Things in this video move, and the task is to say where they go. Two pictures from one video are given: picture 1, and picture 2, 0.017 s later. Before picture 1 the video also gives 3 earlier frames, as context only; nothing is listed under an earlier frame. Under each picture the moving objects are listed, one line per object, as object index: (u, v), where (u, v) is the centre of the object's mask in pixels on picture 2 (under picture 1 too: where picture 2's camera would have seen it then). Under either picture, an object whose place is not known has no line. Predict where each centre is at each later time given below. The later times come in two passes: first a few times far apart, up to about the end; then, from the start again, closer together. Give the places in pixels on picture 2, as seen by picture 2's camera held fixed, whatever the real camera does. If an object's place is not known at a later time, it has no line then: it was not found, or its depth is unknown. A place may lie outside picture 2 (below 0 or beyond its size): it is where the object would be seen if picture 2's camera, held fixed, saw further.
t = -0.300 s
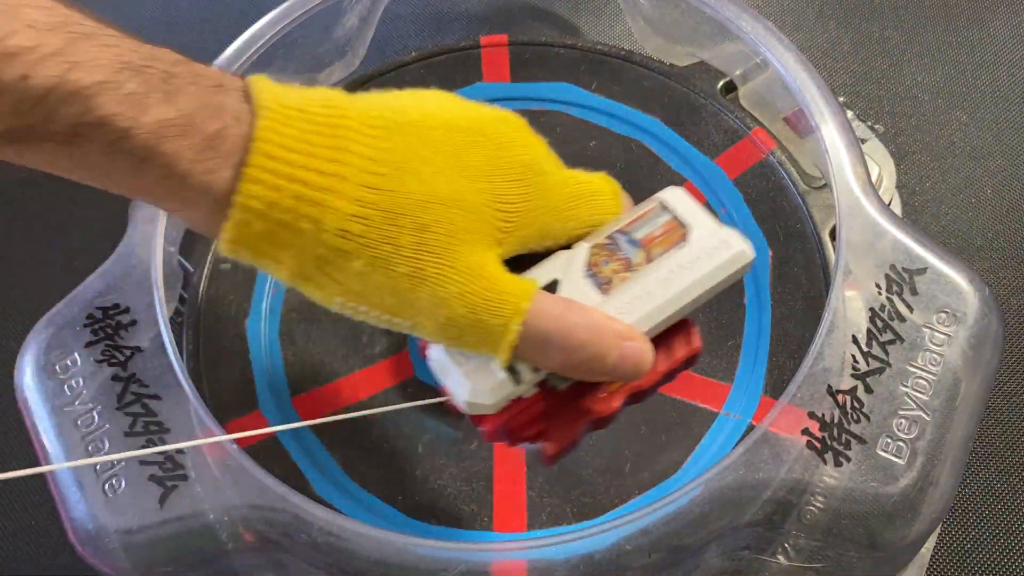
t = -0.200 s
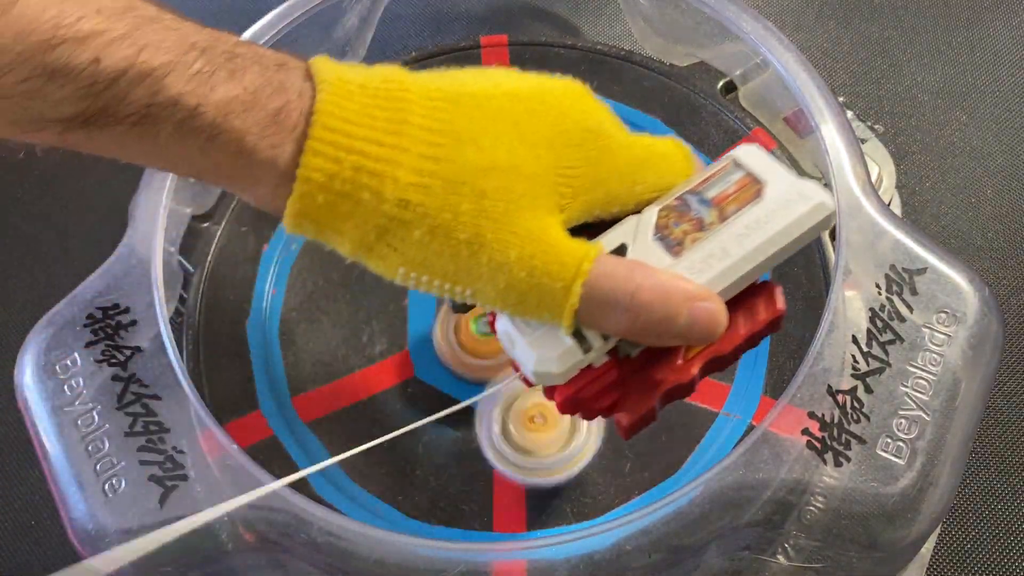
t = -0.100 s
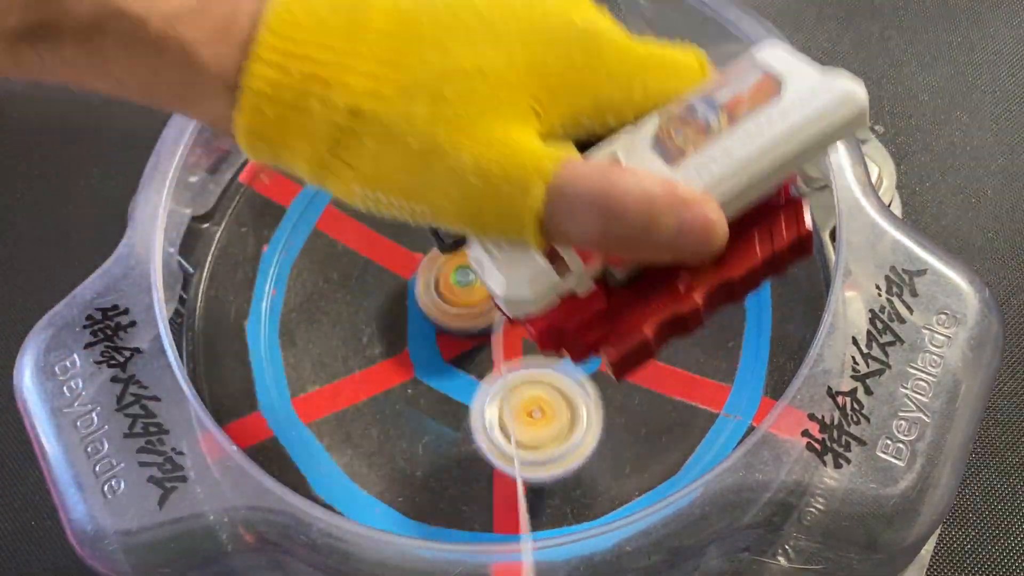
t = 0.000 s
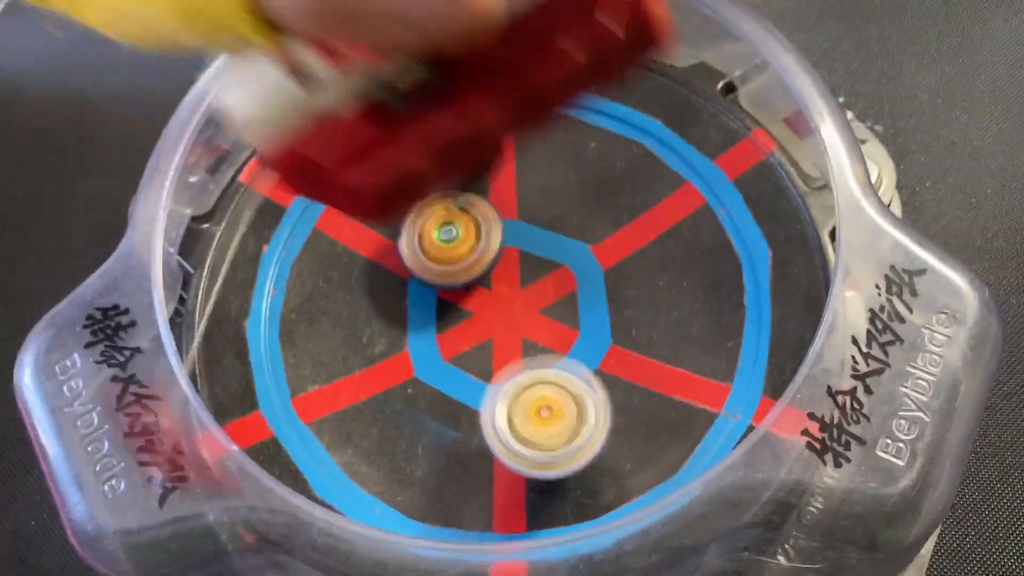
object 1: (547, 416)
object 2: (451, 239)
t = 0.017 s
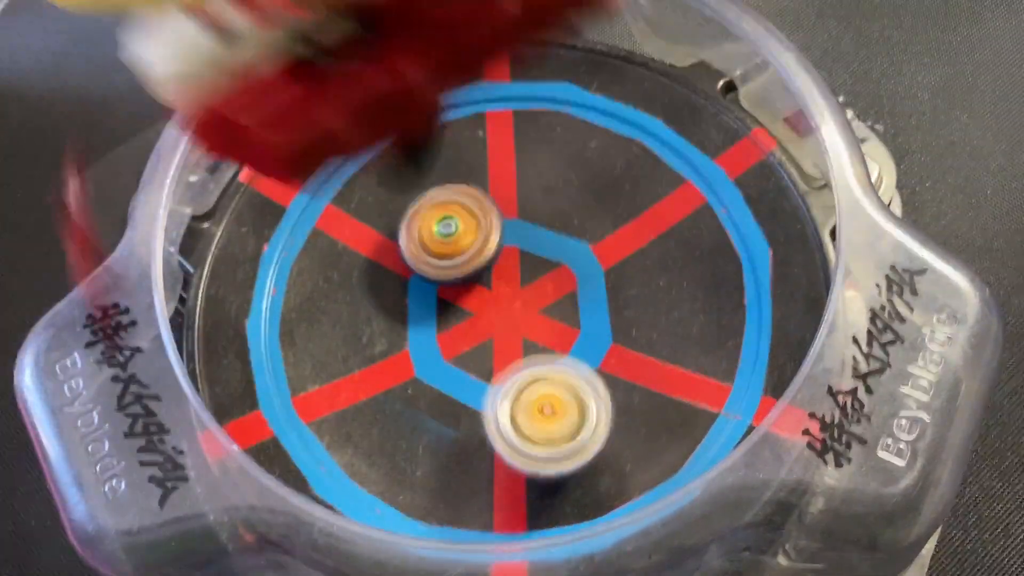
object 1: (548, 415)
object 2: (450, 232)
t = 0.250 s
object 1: (541, 317)
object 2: (497, 229)
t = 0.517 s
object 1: (522, 316)
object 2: (508, 214)
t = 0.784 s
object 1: (519, 419)
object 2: (502, 155)
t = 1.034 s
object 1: (533, 366)
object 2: (511, 226)
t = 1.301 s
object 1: (517, 380)
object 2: (500, 194)
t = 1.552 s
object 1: (509, 367)
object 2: (499, 253)
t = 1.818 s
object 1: (462, 334)
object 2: (486, 232)
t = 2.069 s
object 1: (369, 462)
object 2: (514, 147)
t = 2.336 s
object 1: (542, 385)
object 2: (519, 259)
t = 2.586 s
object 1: (629, 224)
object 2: (465, 228)
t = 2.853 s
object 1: (415, 118)
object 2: (501, 250)
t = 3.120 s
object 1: (287, 369)
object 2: (500, 298)
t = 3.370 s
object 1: (675, 454)
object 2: (483, 315)
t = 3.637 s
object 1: (636, 105)
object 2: (460, 331)
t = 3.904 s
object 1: (292, 200)
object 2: (498, 343)
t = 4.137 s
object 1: (425, 493)
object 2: (535, 324)
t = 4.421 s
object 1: (755, 259)
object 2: (532, 290)
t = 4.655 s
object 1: (495, 73)
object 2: (512, 279)
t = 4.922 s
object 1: (267, 338)
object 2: (500, 290)
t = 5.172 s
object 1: (594, 495)
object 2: (503, 295)
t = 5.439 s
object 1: (700, 149)
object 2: (504, 294)
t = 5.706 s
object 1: (350, 130)
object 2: (507, 295)
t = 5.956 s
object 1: (327, 442)
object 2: (506, 296)
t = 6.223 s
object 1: (723, 385)
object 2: (506, 298)
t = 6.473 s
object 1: (613, 94)
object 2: (507, 295)
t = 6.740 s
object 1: (286, 206)
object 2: (509, 293)
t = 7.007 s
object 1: (453, 493)
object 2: (507, 295)
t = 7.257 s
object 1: (756, 296)
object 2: (508, 296)
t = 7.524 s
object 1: (513, 73)
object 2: (506, 297)
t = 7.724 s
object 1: (284, 206)
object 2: (509, 297)
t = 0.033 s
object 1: (549, 413)
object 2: (451, 229)
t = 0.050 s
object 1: (550, 406)
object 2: (453, 229)
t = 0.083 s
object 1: (549, 388)
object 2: (458, 227)
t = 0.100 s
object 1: (549, 381)
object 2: (462, 227)
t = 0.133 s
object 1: (548, 362)
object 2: (470, 231)
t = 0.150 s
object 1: (547, 355)
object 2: (474, 232)
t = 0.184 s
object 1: (544, 337)
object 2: (485, 237)
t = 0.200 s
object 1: (542, 327)
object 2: (489, 240)
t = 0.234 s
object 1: (541, 317)
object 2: (495, 234)
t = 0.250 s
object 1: (541, 317)
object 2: (497, 229)
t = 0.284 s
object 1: (542, 318)
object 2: (500, 224)
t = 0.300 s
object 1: (543, 317)
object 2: (502, 222)
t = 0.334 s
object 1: (543, 316)
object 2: (503, 218)
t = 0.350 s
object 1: (542, 315)
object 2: (505, 216)
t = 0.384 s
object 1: (538, 314)
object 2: (506, 216)
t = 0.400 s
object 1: (536, 313)
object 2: (506, 215)
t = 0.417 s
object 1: (534, 312)
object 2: (508, 215)
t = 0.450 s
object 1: (530, 310)
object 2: (507, 216)
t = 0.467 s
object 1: (529, 312)
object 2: (509, 215)
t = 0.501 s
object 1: (524, 315)
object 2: (508, 214)
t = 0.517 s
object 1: (522, 316)
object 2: (508, 214)
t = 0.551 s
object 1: (519, 316)
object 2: (507, 215)
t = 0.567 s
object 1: (518, 316)
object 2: (505, 216)
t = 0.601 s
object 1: (515, 314)
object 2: (504, 218)
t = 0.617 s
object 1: (513, 316)
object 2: (502, 219)
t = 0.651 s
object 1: (510, 344)
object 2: (502, 195)
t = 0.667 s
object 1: (511, 358)
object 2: (501, 184)
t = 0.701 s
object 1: (510, 381)
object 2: (500, 168)
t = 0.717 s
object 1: (511, 390)
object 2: (500, 162)
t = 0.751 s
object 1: (515, 407)
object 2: (502, 155)
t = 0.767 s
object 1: (518, 413)
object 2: (502, 155)
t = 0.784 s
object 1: (519, 419)
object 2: (502, 155)
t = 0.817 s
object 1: (524, 424)
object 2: (504, 161)
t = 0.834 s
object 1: (527, 424)
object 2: (503, 164)
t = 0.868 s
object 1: (529, 422)
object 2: (505, 173)
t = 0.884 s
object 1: (531, 419)
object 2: (505, 179)
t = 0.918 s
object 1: (533, 411)
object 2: (507, 189)
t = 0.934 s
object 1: (534, 405)
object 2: (508, 195)
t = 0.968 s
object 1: (534, 394)
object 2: (509, 205)
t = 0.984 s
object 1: (535, 387)
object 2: (510, 211)
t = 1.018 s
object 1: (534, 373)
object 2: (510, 222)
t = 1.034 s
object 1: (533, 366)
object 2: (511, 226)
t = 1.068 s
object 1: (533, 351)
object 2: (511, 236)
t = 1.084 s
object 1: (532, 345)
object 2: (512, 240)
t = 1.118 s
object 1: (531, 341)
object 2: (513, 240)
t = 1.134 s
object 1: (531, 346)
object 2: (511, 230)
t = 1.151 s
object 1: (531, 351)
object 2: (511, 221)
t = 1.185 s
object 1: (528, 361)
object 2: (508, 209)
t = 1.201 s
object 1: (526, 365)
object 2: (507, 203)
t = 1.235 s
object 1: (522, 371)
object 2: (505, 197)
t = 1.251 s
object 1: (520, 375)
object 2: (504, 194)
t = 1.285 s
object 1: (518, 378)
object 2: (502, 193)
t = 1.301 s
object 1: (517, 380)
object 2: (500, 194)
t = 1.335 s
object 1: (515, 381)
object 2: (498, 199)
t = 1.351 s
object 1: (514, 381)
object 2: (495, 202)
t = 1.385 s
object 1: (512, 378)
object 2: (494, 210)
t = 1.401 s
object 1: (512, 376)
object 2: (492, 215)
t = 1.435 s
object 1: (511, 371)
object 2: (491, 226)
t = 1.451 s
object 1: (510, 367)
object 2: (490, 234)
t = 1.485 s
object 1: (511, 360)
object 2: (492, 246)
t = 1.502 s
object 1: (511, 356)
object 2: (492, 255)
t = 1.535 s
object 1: (511, 361)
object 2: (496, 256)
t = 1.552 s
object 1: (509, 367)
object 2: (499, 253)
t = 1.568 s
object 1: (509, 372)
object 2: (500, 248)
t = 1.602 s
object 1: (508, 378)
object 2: (506, 240)
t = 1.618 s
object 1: (506, 380)
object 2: (506, 236)
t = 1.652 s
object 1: (504, 380)
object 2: (509, 228)
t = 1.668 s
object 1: (502, 378)
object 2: (507, 226)
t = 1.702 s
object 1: (496, 372)
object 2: (506, 222)
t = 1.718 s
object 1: (492, 367)
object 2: (503, 223)
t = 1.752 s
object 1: (483, 357)
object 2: (498, 224)
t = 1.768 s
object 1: (479, 351)
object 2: (494, 226)
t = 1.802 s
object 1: (468, 339)
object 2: (488, 229)
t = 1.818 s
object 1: (462, 334)
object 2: (486, 232)
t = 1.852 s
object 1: (449, 326)
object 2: (482, 232)
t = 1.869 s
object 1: (437, 336)
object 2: (484, 220)
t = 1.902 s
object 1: (410, 360)
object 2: (492, 191)
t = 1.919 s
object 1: (401, 372)
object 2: (494, 180)
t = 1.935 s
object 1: (389, 384)
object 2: (496, 169)
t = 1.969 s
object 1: (375, 406)
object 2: (502, 154)
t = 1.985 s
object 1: (368, 416)
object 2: (504, 149)
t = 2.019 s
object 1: (362, 438)
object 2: (509, 144)
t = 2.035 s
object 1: (364, 446)
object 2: (511, 143)
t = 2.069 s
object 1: (369, 462)
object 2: (514, 147)
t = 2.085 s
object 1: (376, 468)
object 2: (516, 150)
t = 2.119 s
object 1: (391, 476)
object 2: (518, 162)
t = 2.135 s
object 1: (399, 479)
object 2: (519, 168)
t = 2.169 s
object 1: (420, 481)
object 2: (519, 183)
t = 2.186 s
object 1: (431, 479)
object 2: (520, 190)
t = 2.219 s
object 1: (456, 474)
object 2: (519, 206)
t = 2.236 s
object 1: (472, 465)
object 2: (519, 213)
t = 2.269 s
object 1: (497, 446)
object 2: (518, 230)
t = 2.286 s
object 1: (513, 432)
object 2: (519, 236)
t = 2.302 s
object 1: (523, 419)
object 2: (519, 245)
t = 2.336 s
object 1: (542, 385)
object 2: (519, 259)
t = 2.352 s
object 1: (548, 368)
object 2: (520, 268)
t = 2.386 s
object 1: (570, 344)
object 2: (511, 264)
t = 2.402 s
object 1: (582, 339)
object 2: (505, 258)
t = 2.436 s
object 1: (604, 324)
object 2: (491, 245)
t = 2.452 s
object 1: (612, 314)
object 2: (486, 242)
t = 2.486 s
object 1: (625, 296)
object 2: (477, 234)
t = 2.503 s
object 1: (631, 283)
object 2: (473, 232)
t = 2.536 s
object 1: (634, 261)
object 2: (469, 229)
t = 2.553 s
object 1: (635, 249)
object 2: (467, 228)
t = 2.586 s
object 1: (629, 224)
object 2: (465, 228)
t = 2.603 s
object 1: (623, 213)
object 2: (466, 228)
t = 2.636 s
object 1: (610, 189)
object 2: (467, 230)
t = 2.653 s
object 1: (599, 178)
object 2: (469, 232)
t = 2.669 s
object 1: (590, 168)
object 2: (471, 234)
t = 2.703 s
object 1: (565, 149)
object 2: (475, 239)
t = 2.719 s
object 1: (552, 140)
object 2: (478, 239)
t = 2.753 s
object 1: (520, 126)
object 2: (484, 243)
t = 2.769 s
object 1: (504, 121)
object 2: (487, 244)
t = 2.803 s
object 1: (468, 115)
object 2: (493, 246)
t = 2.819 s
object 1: (450, 114)
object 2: (497, 248)
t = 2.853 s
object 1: (415, 118)
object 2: (501, 250)
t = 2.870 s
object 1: (395, 123)
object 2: (502, 251)
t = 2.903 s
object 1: (361, 137)
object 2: (503, 255)
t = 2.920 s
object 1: (343, 146)
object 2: (503, 257)
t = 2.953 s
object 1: (314, 171)
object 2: (504, 263)
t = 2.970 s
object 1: (301, 184)
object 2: (504, 266)
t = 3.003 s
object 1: (280, 219)
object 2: (503, 272)
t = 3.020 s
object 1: (275, 241)
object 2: (504, 277)
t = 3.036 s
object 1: (270, 260)
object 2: (502, 280)
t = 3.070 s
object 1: (269, 302)
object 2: (502, 288)
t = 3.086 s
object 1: (270, 325)
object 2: (502, 291)
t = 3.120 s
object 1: (287, 369)
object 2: (500, 298)
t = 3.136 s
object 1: (298, 391)
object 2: (500, 302)
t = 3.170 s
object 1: (332, 434)
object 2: (499, 306)
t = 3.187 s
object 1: (356, 448)
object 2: (497, 308)
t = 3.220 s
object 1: (405, 478)
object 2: (496, 312)
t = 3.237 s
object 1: (435, 483)
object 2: (494, 312)
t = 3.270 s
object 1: (494, 495)
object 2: (492, 314)
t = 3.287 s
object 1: (530, 491)
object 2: (492, 314)
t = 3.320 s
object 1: (596, 498)
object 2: (488, 314)
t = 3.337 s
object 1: (628, 488)
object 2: (486, 315)
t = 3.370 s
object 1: (675, 454)
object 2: (483, 315)
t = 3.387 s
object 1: (697, 429)
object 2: (480, 314)
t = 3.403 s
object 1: (713, 400)
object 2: (479, 314)
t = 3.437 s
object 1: (745, 353)
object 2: (475, 314)
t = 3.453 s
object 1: (753, 328)
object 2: (472, 316)
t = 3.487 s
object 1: (756, 274)
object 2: (468, 318)
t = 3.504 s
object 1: (753, 250)
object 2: (466, 318)
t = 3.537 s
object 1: (735, 203)
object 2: (462, 321)
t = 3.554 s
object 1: (723, 183)
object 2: (463, 322)
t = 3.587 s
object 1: (693, 145)
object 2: (461, 325)
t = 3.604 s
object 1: (676, 128)
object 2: (460, 328)
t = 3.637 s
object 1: (636, 105)
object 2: (460, 331)
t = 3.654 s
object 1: (615, 97)
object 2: (461, 331)
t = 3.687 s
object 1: (569, 84)
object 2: (462, 334)
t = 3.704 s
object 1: (548, 80)
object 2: (464, 335)
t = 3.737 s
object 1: (500, 80)
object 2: (468, 336)
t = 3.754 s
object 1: (477, 83)
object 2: (469, 338)
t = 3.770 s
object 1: (452, 90)
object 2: (473, 338)
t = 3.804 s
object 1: (407, 106)
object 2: (478, 340)
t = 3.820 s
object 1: (384, 118)
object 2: (480, 342)
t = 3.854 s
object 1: (344, 145)
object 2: (487, 343)
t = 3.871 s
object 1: (325, 163)
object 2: (491, 342)
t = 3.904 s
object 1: (292, 200)
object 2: (498, 343)
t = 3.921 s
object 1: (277, 226)
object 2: (502, 343)
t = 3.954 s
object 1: (259, 271)
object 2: (509, 342)
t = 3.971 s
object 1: (255, 299)
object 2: (511, 341)
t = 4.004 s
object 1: (264, 348)
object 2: (517, 339)
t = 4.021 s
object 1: (274, 376)
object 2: (521, 336)
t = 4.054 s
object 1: (303, 422)
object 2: (525, 333)
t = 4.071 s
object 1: (323, 442)
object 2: (527, 333)
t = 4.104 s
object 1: (375, 471)
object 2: (531, 328)
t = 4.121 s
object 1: (402, 483)
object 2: (532, 326)
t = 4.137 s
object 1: (425, 493)
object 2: (535, 324)
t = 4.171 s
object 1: (489, 496)
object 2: (537, 321)
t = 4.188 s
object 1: (517, 499)
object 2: (537, 317)
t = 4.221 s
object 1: (580, 495)
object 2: (538, 313)
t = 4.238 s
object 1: (608, 488)
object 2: (539, 311)
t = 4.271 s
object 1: (648, 451)
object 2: (539, 307)
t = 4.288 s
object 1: (678, 442)
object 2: (538, 305)
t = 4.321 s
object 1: (708, 400)
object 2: (537, 301)
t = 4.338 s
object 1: (724, 379)
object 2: (537, 298)
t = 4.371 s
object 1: (747, 334)
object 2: (536, 294)
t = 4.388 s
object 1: (751, 309)
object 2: (534, 293)
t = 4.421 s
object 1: (755, 259)
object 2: (532, 290)
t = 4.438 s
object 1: (748, 236)
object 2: (531, 287)
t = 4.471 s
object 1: (730, 189)
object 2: (528, 284)
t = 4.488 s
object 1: (717, 168)
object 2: (527, 284)
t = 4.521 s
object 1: (682, 132)
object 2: (524, 282)
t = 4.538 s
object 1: (664, 117)
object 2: (522, 280)
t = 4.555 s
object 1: (644, 105)
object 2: (521, 281)
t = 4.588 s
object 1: (595, 85)
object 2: (517, 280)
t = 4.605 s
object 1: (572, 78)
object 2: (515, 279)
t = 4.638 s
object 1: (519, 72)
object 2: (512, 279)
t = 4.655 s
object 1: (495, 73)
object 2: (512, 279)
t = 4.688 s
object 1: (442, 84)
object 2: (510, 280)
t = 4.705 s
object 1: (417, 91)
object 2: (507, 280)
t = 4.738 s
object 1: (374, 114)
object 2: (506, 282)
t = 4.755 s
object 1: (351, 128)
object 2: (506, 282)
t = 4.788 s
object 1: (318, 161)
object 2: (504, 284)
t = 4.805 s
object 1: (301, 181)
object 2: (502, 284)
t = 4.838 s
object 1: (277, 220)
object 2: (500, 286)
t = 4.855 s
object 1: (271, 245)
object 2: (501, 287)
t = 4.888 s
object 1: (262, 290)
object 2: (500, 288)
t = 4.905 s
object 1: (261, 311)
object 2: (499, 289)
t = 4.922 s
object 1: (267, 338)
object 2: (500, 290)
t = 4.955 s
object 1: (277, 382)
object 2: (500, 291)
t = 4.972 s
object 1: (292, 402)
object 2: (499, 292)
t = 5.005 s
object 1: (323, 442)
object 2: (499, 293)
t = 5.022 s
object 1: (342, 456)
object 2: (501, 293)
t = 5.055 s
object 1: (395, 480)
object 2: (501, 294)
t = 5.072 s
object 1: (416, 490)
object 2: (500, 295)
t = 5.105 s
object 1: (474, 495)
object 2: (501, 295)
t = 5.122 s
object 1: (505, 498)
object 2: (503, 295)
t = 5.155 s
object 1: (557, 490)
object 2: (504, 295)
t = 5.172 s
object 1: (594, 495)
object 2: (503, 295)
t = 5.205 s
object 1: (648, 472)
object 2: (504, 295)
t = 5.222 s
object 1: (673, 455)
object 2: (506, 295)
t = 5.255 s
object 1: (712, 409)
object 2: (506, 294)
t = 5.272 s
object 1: (725, 383)
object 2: (505, 294)
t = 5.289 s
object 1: (737, 363)
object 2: (507, 294)
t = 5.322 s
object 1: (753, 311)
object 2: (507, 294)
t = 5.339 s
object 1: (759, 285)
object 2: (505, 294)
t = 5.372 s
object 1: (748, 237)
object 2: (505, 294)
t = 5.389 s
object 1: (740, 213)
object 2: (505, 294)
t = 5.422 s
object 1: (718, 167)
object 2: (505, 294)
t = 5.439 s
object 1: (700, 149)
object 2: (504, 294)
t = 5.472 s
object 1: (663, 118)
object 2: (503, 294)
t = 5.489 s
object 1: (642, 106)
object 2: (503, 294)
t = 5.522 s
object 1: (597, 87)
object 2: (504, 294)
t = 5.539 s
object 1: (573, 81)
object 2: (504, 294)
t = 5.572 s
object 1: (528, 74)
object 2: (504, 294)
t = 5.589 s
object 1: (504, 75)
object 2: (504, 295)
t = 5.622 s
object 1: (455, 81)
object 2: (504, 295)
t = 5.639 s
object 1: (434, 87)
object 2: (506, 294)
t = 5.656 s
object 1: (411, 96)
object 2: (505, 295)
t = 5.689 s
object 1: (368, 118)
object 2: (506, 295)
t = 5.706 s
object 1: (350, 130)
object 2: (507, 295)
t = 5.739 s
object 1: (318, 162)
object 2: (508, 295)
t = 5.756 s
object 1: (302, 181)
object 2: (507, 295)
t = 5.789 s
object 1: (278, 219)
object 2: (507, 295)
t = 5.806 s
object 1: (272, 243)
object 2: (508, 296)
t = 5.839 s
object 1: (260, 288)
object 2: (507, 296)
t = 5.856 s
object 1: (260, 309)
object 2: (506, 296)
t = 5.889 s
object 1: (271, 359)
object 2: (507, 296)
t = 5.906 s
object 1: (276, 383)
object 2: (506, 297)
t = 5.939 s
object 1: (304, 422)
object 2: (506, 297)
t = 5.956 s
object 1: (327, 442)
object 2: (506, 296)
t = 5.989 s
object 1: (367, 472)
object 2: (507, 296)
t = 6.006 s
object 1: (392, 481)
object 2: (506, 297)
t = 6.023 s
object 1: (421, 488)
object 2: (507, 296)
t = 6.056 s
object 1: (480, 498)
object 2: (507, 297)
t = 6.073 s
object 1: (505, 501)
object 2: (506, 297)
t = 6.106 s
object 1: (564, 488)
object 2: (506, 297)
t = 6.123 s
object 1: (596, 494)
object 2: (507, 297)
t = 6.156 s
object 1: (643, 460)
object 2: (507, 298)
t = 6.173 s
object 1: (663, 445)
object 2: (506, 297)
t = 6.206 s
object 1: (701, 406)
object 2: (507, 297)
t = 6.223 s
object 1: (723, 385)
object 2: (506, 298)
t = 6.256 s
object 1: (747, 342)
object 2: (507, 297)
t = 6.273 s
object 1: (751, 320)
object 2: (508, 297)
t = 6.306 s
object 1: (752, 268)
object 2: (509, 297)
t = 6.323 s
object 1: (752, 244)
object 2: (507, 297)
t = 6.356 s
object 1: (734, 202)
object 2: (507, 296)
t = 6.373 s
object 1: (722, 180)
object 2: (508, 297)
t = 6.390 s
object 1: (707, 161)
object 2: (508, 296)
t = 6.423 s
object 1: (676, 126)
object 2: (508, 296)
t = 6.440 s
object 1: (658, 114)
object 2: (507, 296)
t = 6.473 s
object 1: (613, 94)
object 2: (507, 295)
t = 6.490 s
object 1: (591, 85)
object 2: (508, 295)
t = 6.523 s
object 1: (546, 75)
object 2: (508, 295)
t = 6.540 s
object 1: (522, 74)
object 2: (507, 295)
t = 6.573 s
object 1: (473, 77)
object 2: (507, 295)
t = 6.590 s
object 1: (450, 82)
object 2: (507, 295)
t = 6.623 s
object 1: (407, 98)
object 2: (508, 295)
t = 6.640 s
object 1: (386, 109)
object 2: (508, 294)
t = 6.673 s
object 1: (344, 133)
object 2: (509, 294)
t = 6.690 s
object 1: (328, 148)
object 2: (508, 294)
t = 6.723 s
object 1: (299, 185)
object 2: (508, 293)
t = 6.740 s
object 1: (286, 206)
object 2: (509, 293)
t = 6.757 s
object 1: (275, 227)
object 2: (509, 293)
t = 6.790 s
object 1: (263, 271)
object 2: (508, 293)
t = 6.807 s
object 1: (263, 294)
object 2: (508, 294)
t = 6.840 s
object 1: (267, 344)
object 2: (507, 293)
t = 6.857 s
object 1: (269, 366)
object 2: (508, 293)
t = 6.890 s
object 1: (294, 409)
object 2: (508, 294)
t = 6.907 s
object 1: (313, 429)
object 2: (507, 294)
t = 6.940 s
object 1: (352, 462)
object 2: (507, 294)
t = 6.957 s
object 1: (374, 475)
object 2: (506, 294)
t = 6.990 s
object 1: (426, 489)
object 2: (506, 295)
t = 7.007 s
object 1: (453, 493)
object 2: (507, 295)
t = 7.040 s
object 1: (512, 499)
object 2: (507, 296)
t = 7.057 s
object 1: (537, 498)
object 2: (506, 295)
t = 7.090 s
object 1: (595, 494)
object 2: (507, 295)
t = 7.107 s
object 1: (622, 482)
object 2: (507, 296)
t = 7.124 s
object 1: (647, 466)
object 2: (508, 295)
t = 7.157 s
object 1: (691, 432)
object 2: (508, 296)
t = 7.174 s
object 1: (704, 410)
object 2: (507, 296)
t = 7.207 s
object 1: (731, 369)
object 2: (508, 295)
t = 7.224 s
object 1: (743, 345)
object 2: (508, 296)
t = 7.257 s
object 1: (756, 296)
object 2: (508, 296)
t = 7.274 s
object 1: (757, 271)
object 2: (509, 296)
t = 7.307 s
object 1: (746, 227)
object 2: (508, 296)
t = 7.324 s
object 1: (737, 208)
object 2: (506, 296)
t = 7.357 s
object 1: (712, 167)
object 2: (507, 296)
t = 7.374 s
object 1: (698, 148)
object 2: (506, 296)
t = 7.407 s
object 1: (666, 118)
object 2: (506, 296)
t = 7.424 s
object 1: (646, 106)
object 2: (507, 296)
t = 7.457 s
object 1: (602, 89)
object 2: (507, 297)
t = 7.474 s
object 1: (579, 83)
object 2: (507, 296)
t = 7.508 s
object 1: (534, 75)
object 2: (507, 297)
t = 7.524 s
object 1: (513, 73)
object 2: (506, 297)
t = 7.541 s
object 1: (489, 74)
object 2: (508, 297)
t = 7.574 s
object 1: (443, 85)
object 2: (508, 297)
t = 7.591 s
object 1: (421, 92)
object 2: (508, 296)
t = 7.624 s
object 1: (379, 111)
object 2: (509, 297)
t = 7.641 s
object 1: (361, 123)
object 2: (508, 297)
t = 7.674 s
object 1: (328, 151)
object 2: (508, 297)
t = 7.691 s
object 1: (311, 169)
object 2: (509, 297)
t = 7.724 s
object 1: (284, 206)
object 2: (509, 297)
